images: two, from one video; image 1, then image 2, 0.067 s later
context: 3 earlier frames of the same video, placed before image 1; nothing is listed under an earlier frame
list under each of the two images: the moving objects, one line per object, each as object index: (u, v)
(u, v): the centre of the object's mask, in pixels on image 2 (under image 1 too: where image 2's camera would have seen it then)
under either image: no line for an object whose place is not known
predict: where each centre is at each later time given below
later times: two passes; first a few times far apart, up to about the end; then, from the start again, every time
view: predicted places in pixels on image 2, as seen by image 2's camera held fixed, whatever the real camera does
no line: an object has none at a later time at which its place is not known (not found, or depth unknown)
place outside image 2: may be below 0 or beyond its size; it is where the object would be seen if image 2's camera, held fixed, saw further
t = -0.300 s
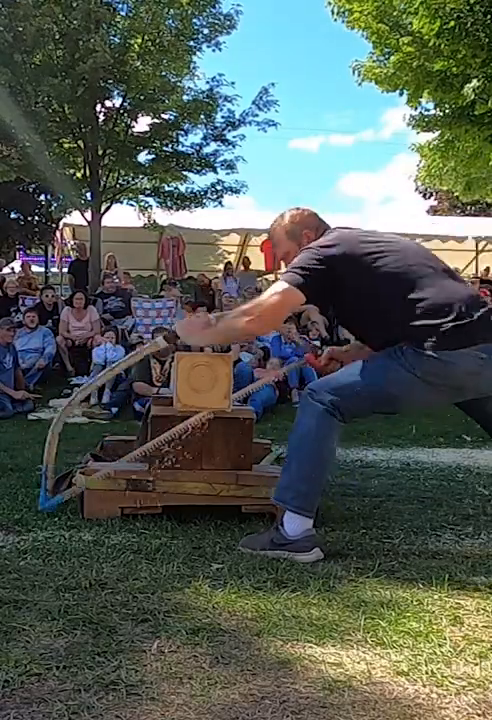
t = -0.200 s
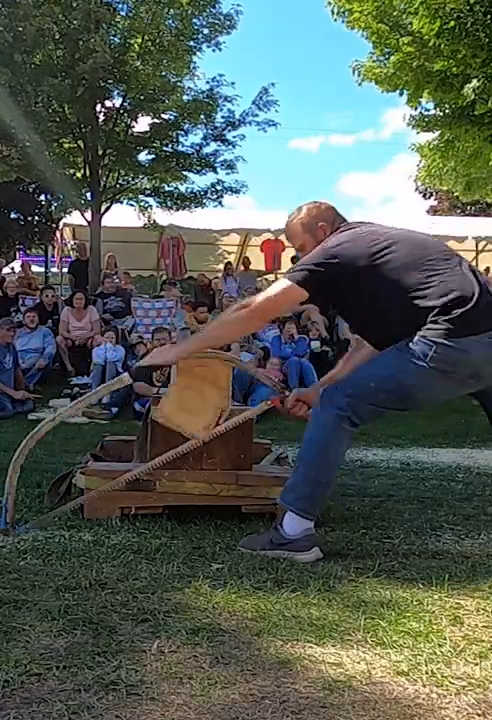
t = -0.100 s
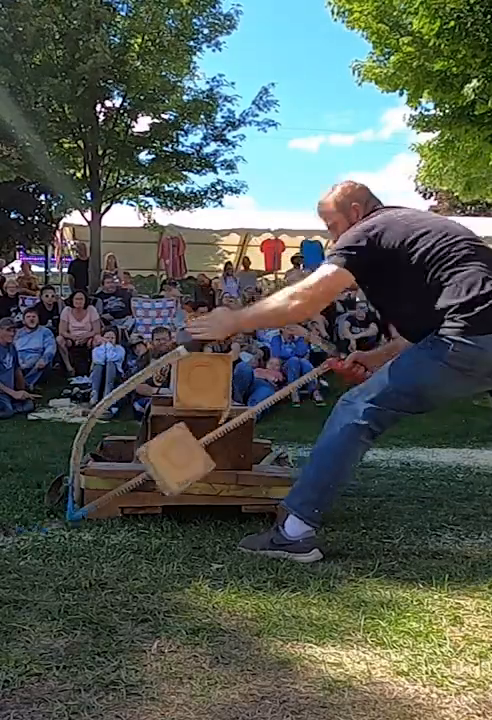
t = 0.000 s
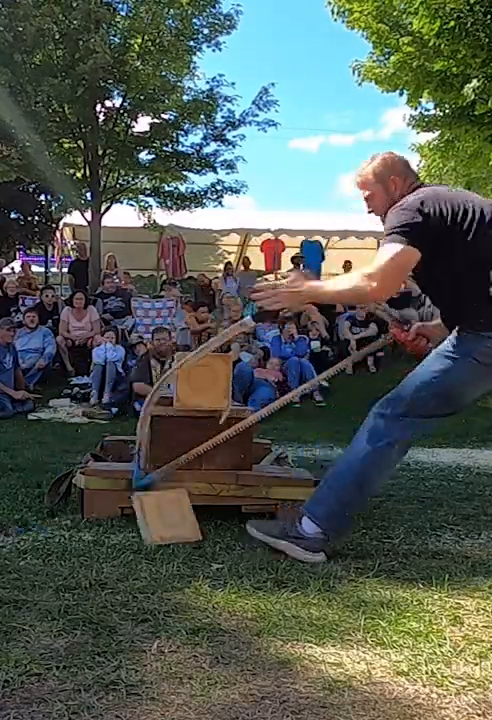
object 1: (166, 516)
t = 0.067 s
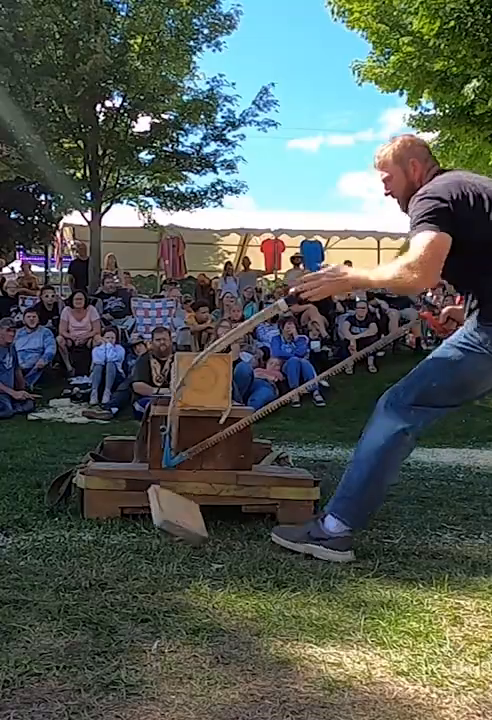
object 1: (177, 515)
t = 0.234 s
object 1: (179, 504)
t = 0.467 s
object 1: (165, 530)
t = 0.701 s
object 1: (165, 530)
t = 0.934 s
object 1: (165, 530)
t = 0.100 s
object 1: (181, 516)
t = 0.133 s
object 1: (185, 516)
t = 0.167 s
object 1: (182, 508)
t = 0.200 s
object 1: (180, 505)
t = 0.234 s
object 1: (179, 504)
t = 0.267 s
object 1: (179, 506)
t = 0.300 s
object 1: (178, 509)
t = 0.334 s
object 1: (176, 515)
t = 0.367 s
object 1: (173, 521)
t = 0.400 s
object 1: (170, 525)
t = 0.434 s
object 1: (169, 529)
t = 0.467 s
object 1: (165, 530)
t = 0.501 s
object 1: (164, 530)
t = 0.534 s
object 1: (164, 529)
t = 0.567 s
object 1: (165, 530)
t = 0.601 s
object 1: (165, 530)
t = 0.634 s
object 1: (165, 530)
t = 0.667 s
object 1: (165, 530)
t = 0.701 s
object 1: (165, 530)
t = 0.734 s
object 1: (165, 530)
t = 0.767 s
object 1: (165, 530)
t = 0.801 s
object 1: (165, 530)
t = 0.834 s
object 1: (165, 530)
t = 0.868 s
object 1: (165, 530)
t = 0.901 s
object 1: (165, 530)
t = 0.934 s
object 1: (165, 530)
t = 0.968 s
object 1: (165, 530)
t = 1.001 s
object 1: (165, 530)
